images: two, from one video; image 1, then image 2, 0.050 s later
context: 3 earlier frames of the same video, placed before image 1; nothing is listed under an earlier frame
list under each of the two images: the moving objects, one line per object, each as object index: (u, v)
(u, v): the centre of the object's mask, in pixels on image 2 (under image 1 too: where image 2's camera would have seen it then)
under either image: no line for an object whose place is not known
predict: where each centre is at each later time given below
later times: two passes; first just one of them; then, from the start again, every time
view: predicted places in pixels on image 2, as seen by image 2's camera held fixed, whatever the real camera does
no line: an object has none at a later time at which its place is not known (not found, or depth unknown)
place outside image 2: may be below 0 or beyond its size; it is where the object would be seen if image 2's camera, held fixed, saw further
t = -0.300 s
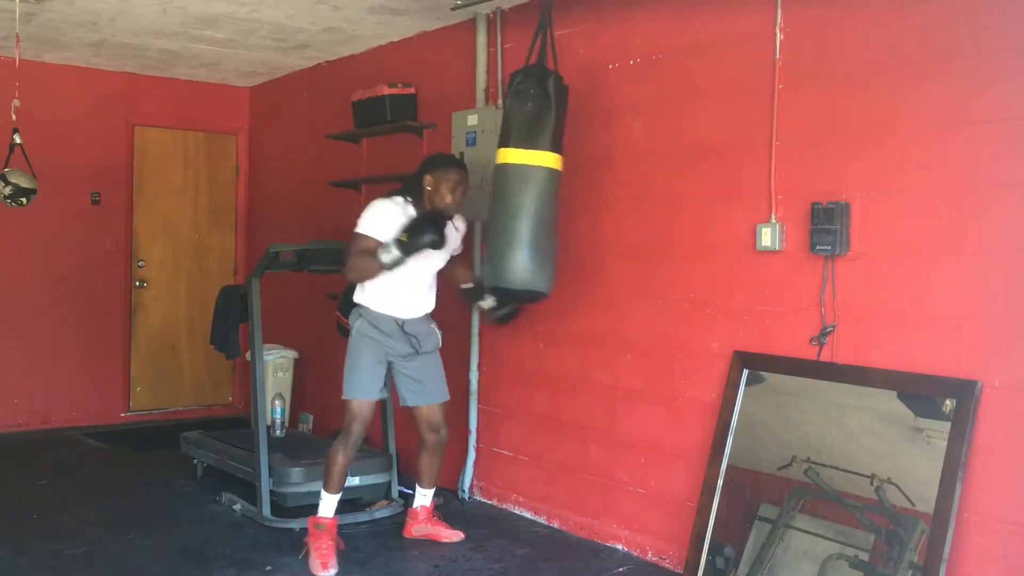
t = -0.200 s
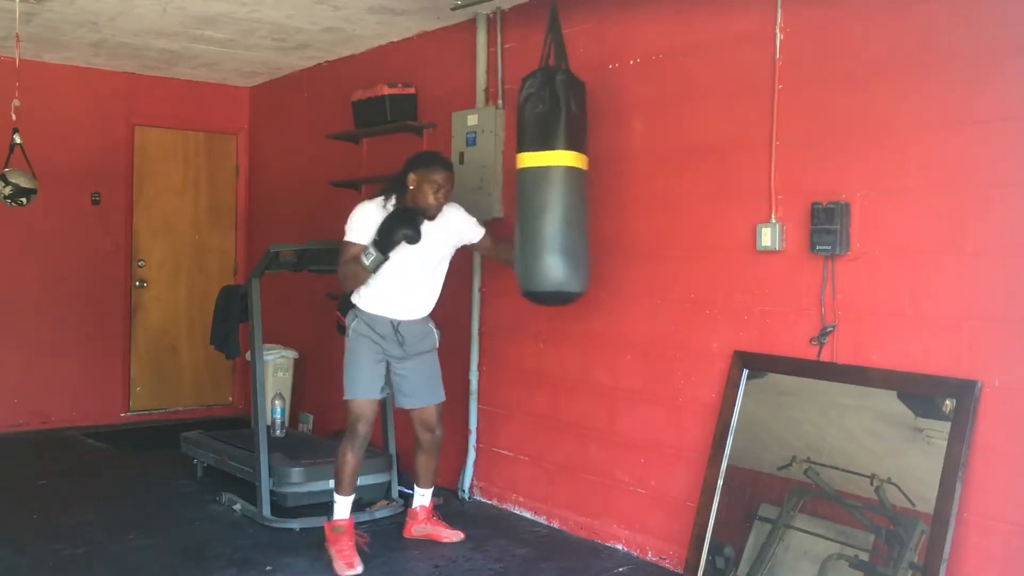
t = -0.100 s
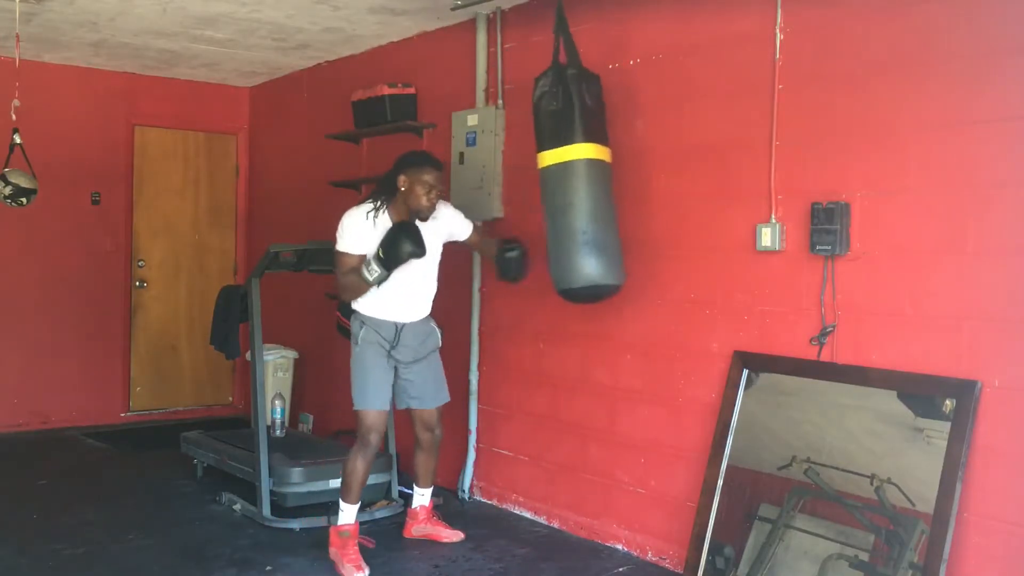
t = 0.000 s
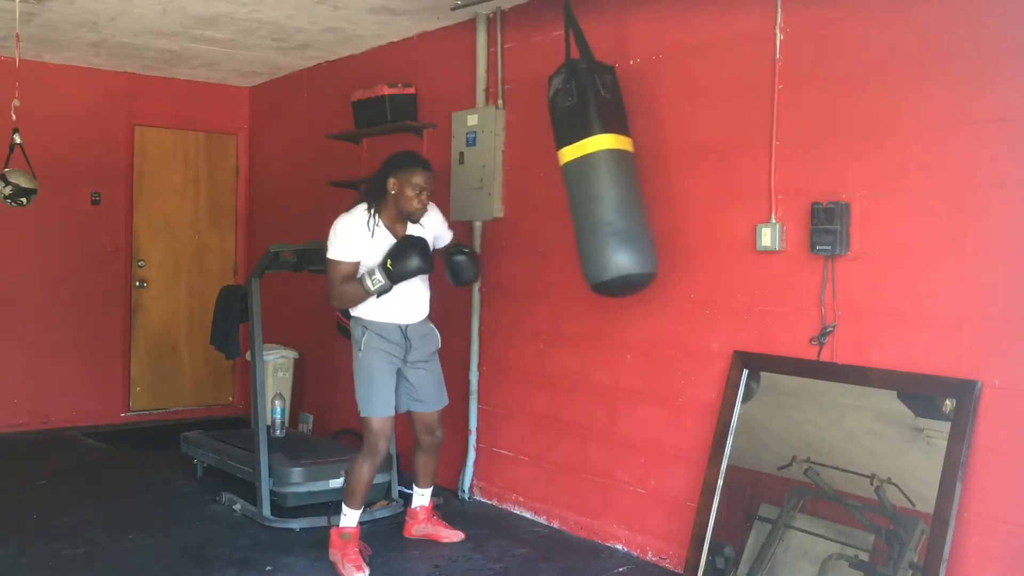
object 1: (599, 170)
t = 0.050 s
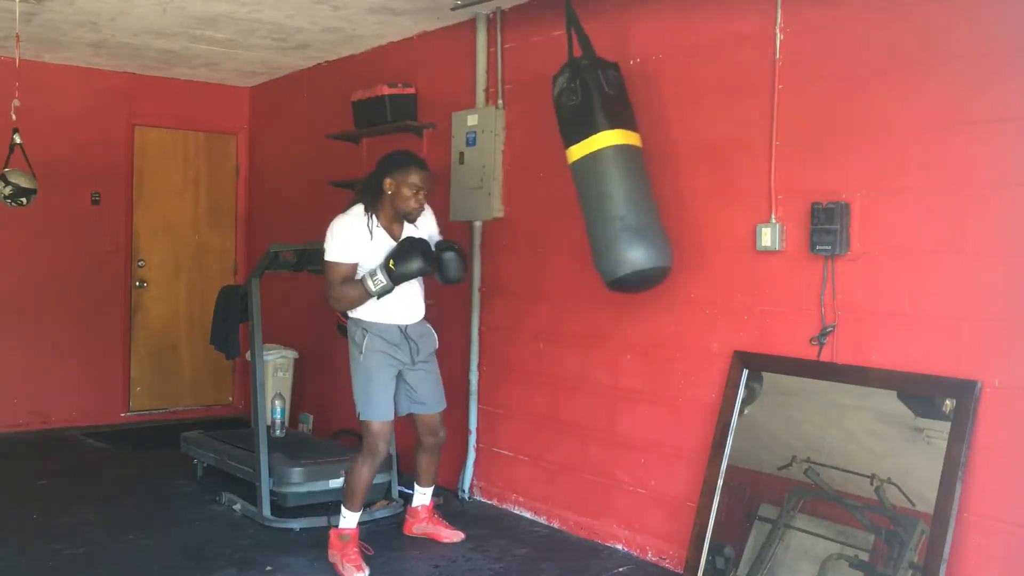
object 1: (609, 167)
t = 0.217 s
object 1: (633, 158)
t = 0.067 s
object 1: (612, 166)
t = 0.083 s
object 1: (614, 165)
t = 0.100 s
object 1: (618, 164)
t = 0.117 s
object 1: (620, 164)
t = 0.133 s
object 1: (623, 163)
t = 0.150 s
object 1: (626, 162)
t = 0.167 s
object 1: (628, 161)
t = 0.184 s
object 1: (630, 160)
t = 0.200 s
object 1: (632, 159)
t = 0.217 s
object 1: (633, 158)
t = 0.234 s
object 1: (635, 158)
